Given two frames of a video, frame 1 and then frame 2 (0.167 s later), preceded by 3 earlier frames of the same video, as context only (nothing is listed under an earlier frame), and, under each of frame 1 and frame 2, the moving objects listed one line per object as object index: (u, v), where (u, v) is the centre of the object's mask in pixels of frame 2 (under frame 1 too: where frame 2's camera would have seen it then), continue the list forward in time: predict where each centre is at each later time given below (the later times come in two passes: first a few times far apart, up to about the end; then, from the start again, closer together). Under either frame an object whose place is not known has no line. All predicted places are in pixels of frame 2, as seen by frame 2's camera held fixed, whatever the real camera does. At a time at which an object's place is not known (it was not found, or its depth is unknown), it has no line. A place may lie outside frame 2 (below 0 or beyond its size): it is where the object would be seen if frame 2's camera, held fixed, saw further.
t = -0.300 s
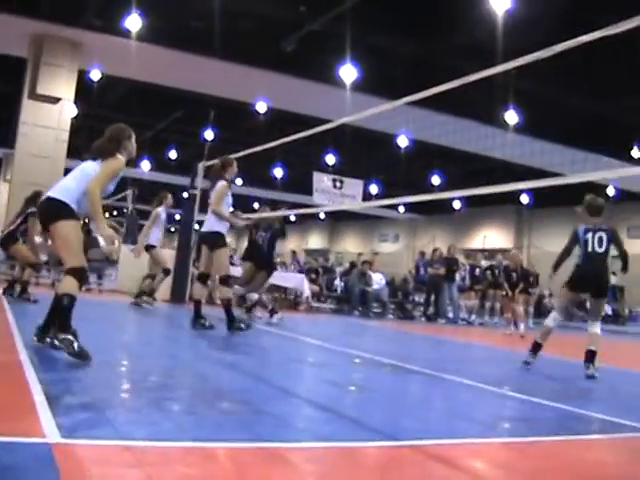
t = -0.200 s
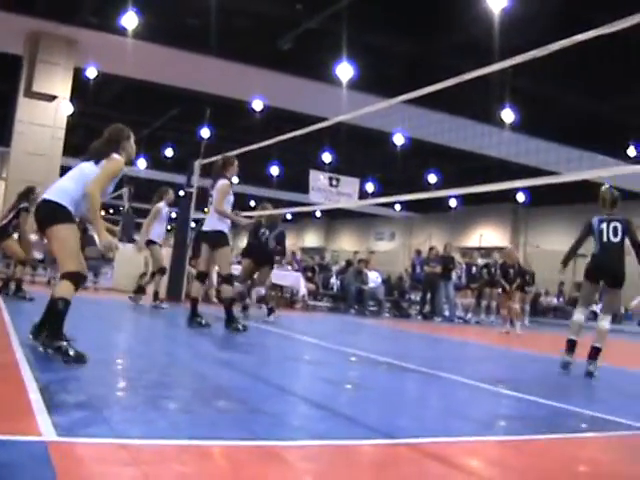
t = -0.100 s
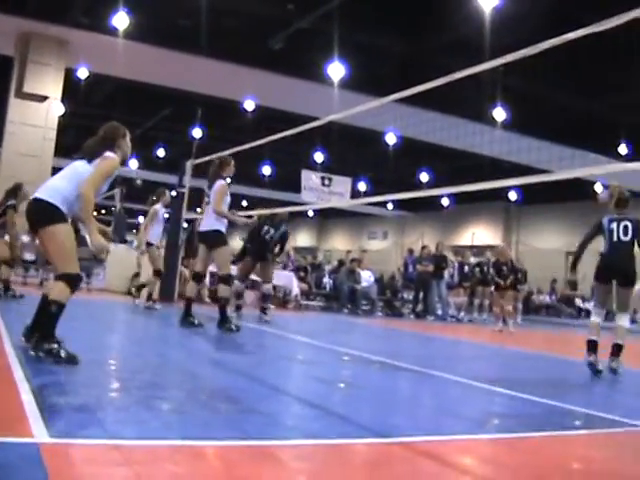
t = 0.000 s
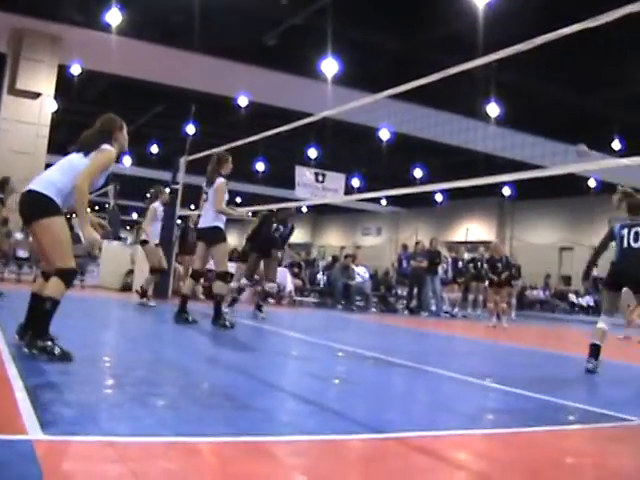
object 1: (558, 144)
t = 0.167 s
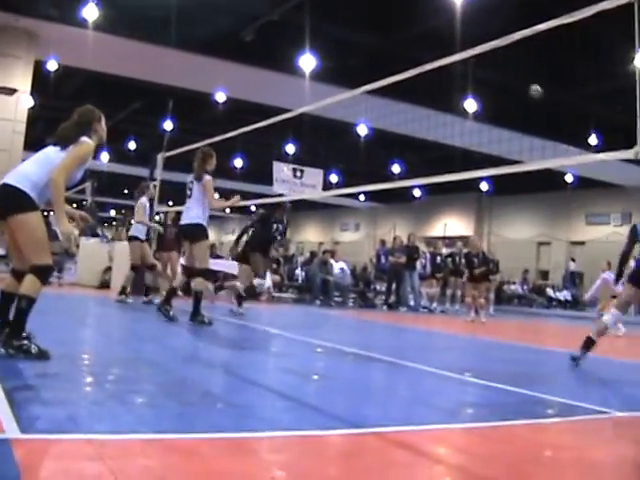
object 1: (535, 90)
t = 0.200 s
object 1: (530, 82)
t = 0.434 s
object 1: (497, 35)
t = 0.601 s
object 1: (474, 23)
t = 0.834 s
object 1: (439, 28)
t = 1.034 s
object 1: (407, 57)
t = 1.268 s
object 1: (366, 118)
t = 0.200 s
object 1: (530, 82)
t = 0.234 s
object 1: (525, 72)
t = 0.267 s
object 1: (520, 65)
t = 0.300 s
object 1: (516, 58)
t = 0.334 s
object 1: (511, 52)
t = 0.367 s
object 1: (507, 47)
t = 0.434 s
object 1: (497, 35)
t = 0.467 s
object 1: (492, 32)
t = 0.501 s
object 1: (488, 30)
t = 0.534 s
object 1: (483, 27)
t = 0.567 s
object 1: (478, 24)
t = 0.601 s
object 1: (474, 23)
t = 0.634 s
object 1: (469, 22)
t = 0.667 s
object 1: (464, 20)
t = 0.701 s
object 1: (459, 21)
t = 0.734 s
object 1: (454, 22)
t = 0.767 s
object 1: (449, 24)
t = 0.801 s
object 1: (444, 26)
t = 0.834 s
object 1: (439, 28)
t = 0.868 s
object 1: (434, 32)
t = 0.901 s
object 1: (428, 36)
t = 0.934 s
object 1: (423, 41)
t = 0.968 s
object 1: (418, 45)
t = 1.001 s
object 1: (412, 51)
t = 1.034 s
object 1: (407, 57)
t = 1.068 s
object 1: (402, 64)
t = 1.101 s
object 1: (396, 71)
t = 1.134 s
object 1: (390, 81)
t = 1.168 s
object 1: (385, 90)
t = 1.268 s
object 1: (366, 118)
